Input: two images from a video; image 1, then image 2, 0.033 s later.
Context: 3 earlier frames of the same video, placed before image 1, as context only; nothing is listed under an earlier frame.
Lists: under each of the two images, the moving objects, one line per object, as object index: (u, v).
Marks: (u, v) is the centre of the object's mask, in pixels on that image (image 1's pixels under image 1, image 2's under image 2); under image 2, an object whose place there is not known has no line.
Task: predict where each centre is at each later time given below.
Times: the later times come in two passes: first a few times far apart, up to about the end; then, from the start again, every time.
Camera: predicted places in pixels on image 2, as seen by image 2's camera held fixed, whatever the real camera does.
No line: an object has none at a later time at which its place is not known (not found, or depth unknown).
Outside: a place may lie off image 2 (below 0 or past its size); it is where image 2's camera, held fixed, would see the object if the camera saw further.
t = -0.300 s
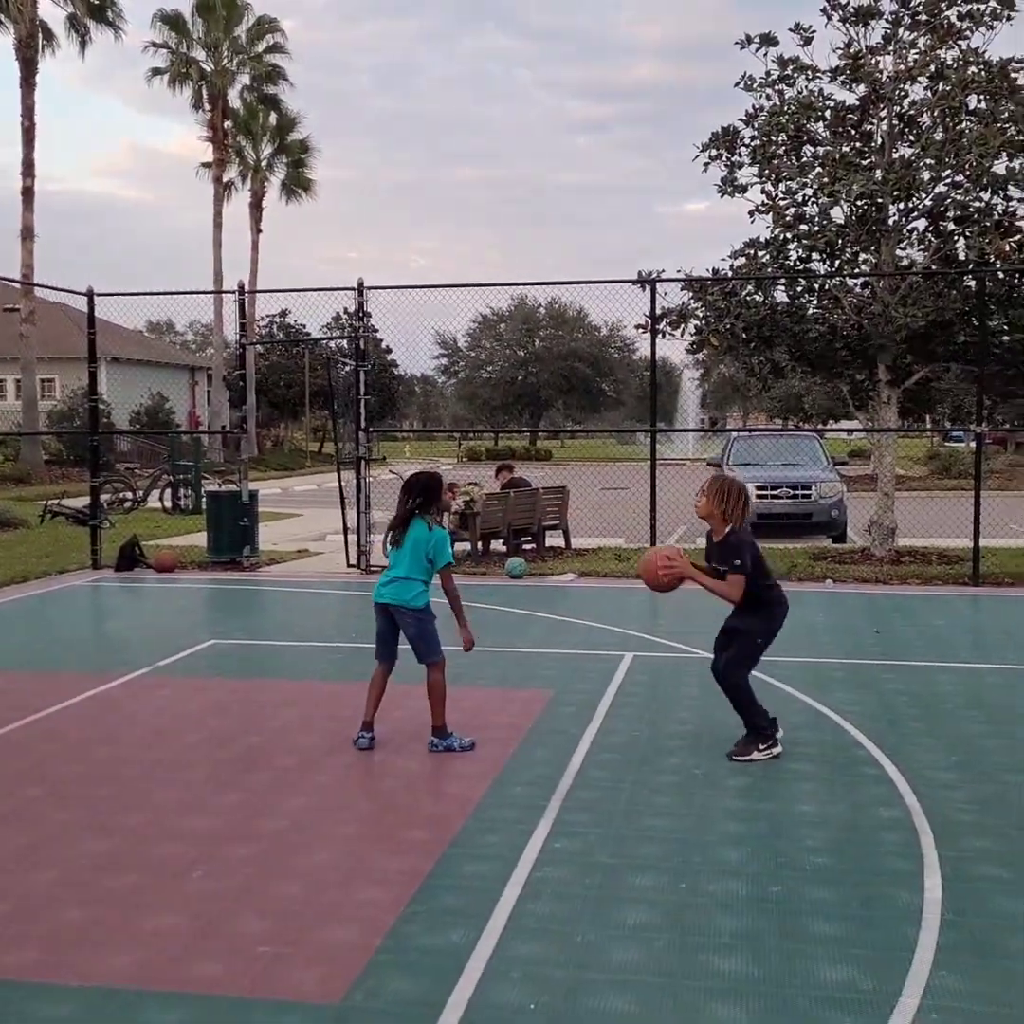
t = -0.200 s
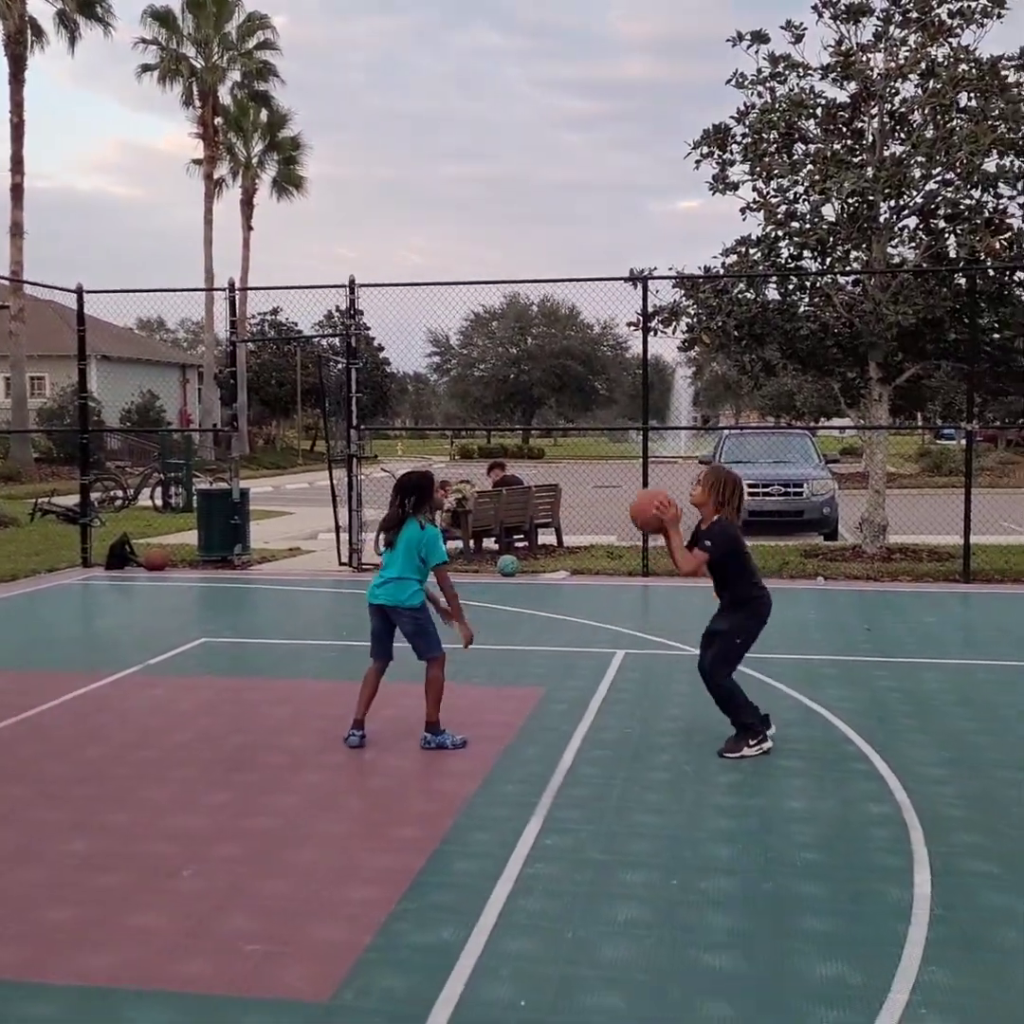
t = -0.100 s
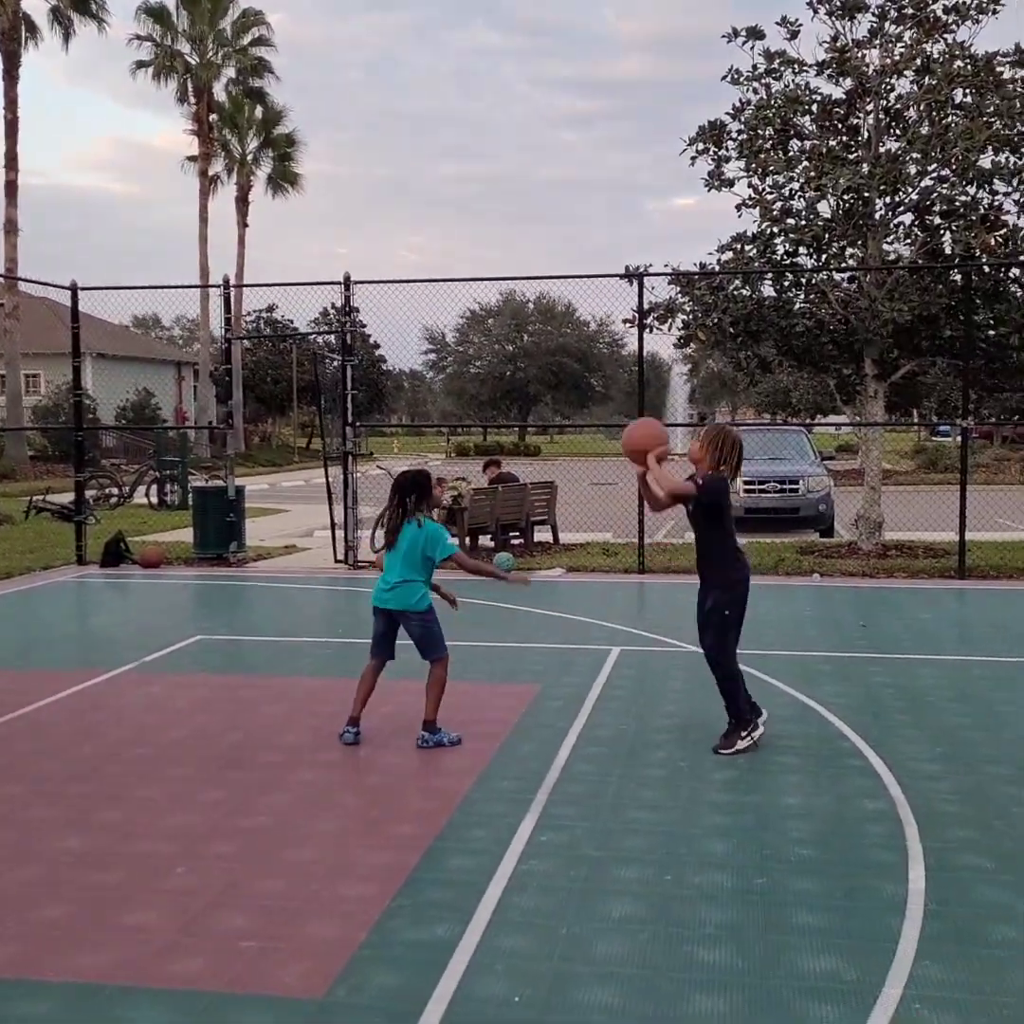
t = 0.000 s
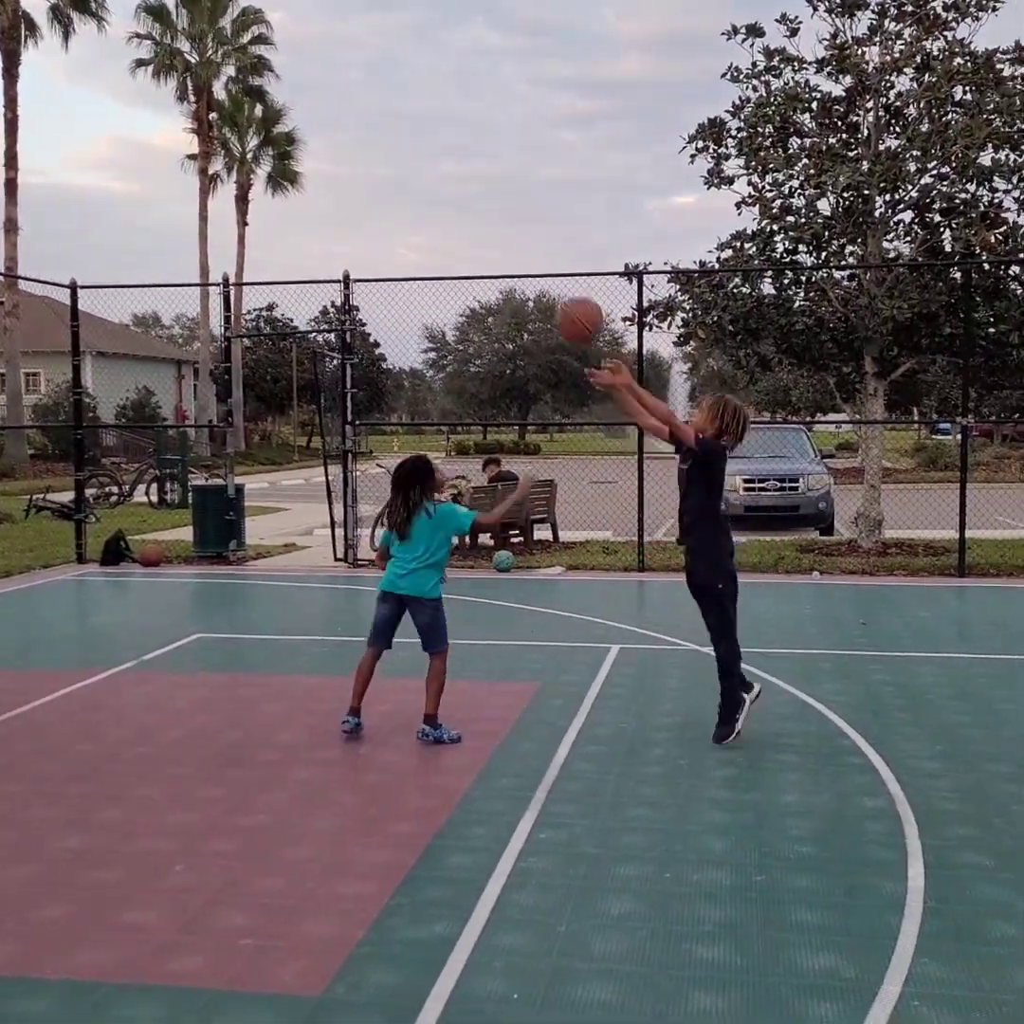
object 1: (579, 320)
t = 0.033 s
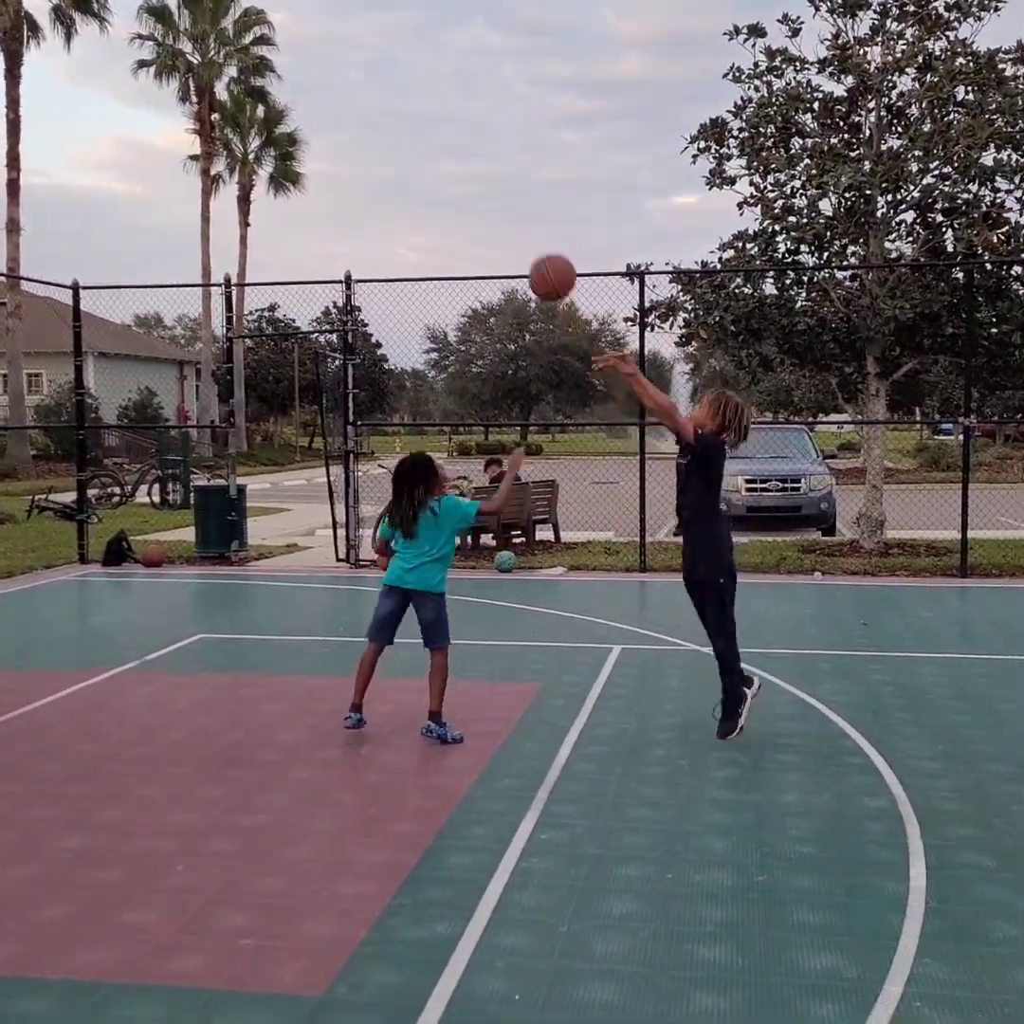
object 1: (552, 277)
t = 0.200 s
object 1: (406, 99)
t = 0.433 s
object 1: (202, -50)
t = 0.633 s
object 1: (41, -75)
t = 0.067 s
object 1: (523, 237)
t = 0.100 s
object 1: (494, 199)
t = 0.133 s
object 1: (465, 163)
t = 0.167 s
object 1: (435, 130)
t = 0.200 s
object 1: (406, 99)
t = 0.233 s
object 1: (377, 70)
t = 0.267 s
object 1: (347, 44)
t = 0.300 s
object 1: (318, 20)
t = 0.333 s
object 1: (288, -2)
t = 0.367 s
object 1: (259, -20)
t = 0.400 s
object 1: (231, -36)
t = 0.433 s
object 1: (202, -50)
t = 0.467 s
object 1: (173, -62)
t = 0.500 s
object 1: (145, -70)
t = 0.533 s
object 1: (118, -77)
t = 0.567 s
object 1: (88, -80)
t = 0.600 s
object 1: (66, -77)
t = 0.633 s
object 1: (41, -75)
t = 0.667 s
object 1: (14, -71)
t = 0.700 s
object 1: (-15, -67)
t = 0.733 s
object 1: (-44, -63)
